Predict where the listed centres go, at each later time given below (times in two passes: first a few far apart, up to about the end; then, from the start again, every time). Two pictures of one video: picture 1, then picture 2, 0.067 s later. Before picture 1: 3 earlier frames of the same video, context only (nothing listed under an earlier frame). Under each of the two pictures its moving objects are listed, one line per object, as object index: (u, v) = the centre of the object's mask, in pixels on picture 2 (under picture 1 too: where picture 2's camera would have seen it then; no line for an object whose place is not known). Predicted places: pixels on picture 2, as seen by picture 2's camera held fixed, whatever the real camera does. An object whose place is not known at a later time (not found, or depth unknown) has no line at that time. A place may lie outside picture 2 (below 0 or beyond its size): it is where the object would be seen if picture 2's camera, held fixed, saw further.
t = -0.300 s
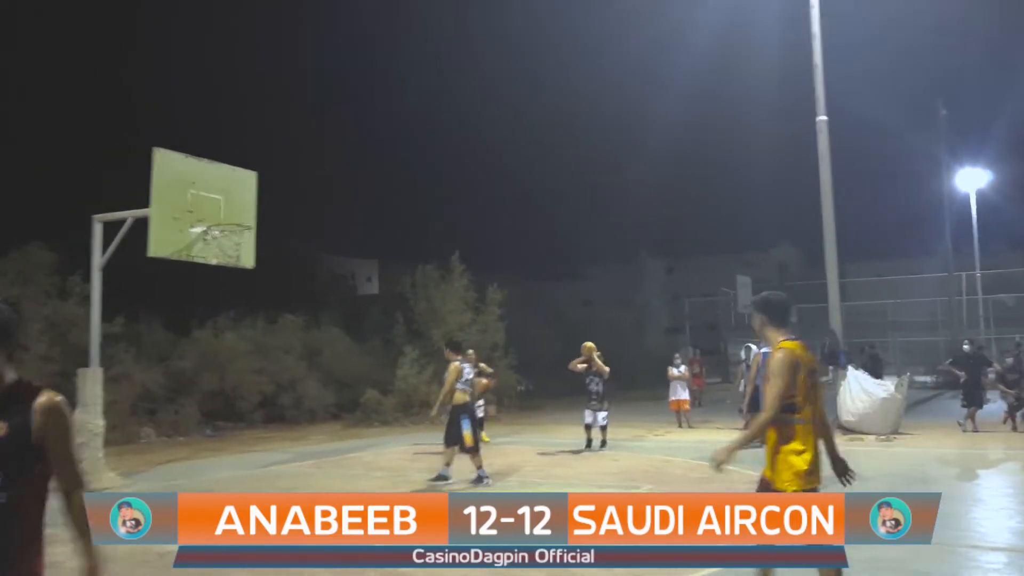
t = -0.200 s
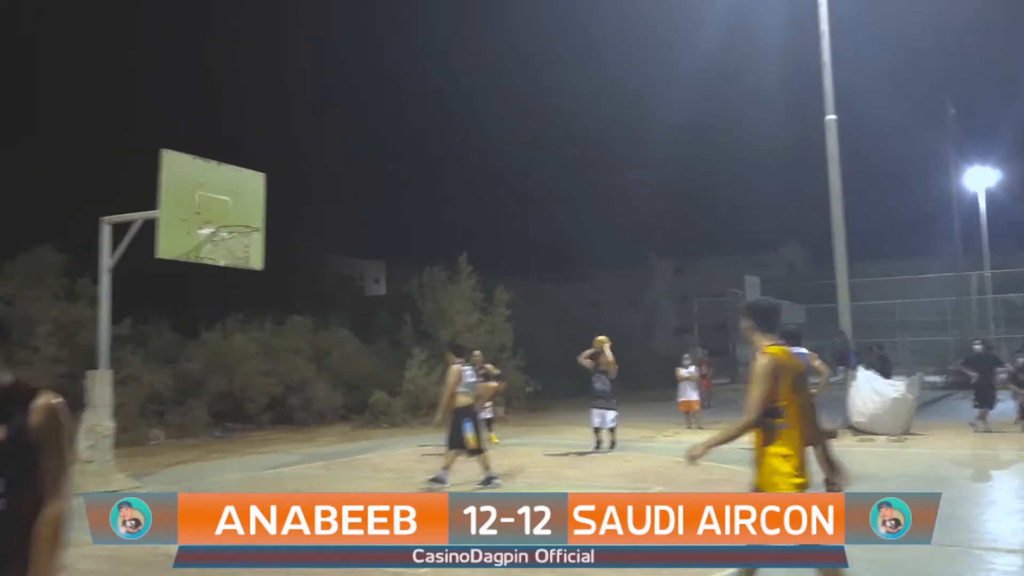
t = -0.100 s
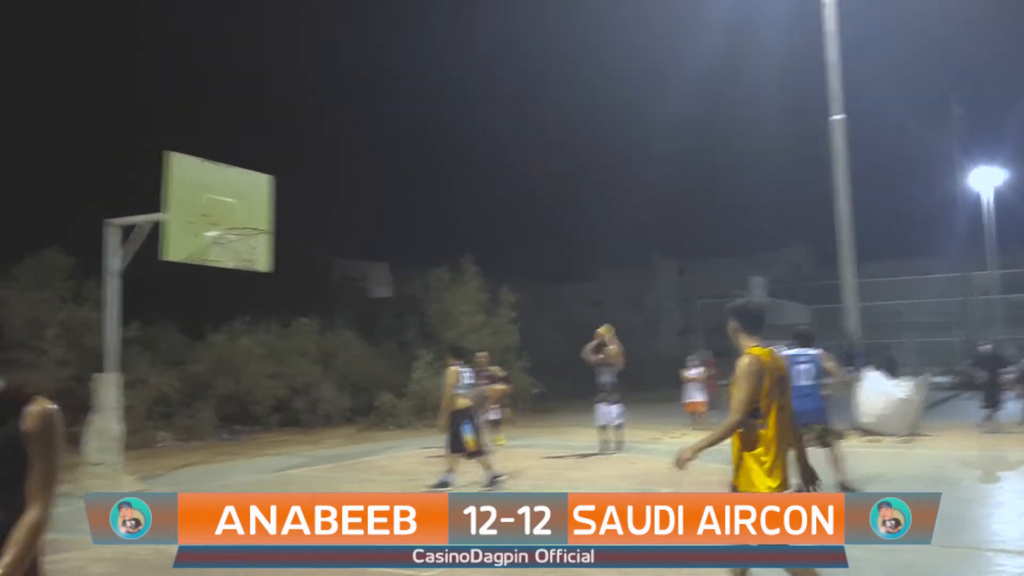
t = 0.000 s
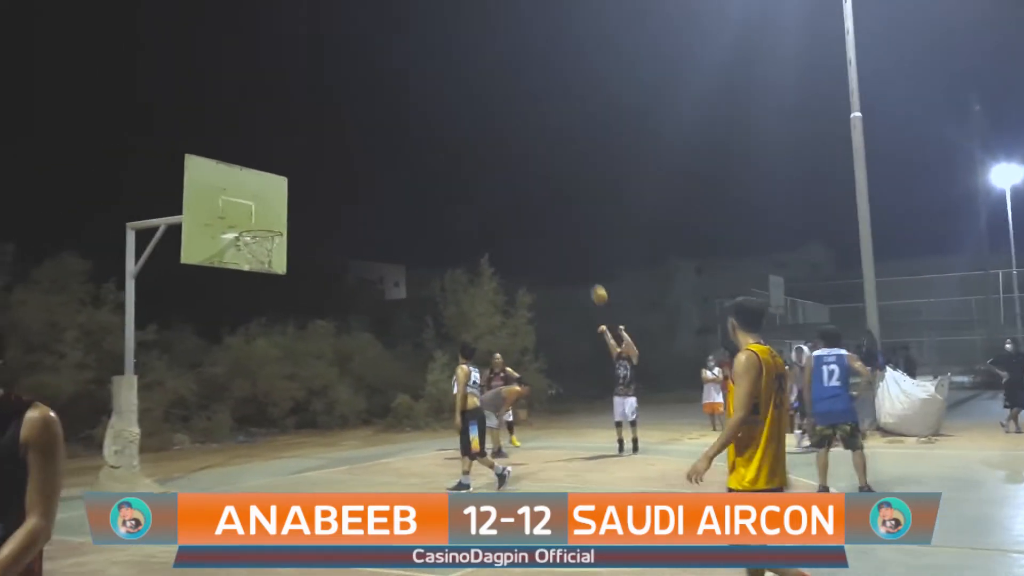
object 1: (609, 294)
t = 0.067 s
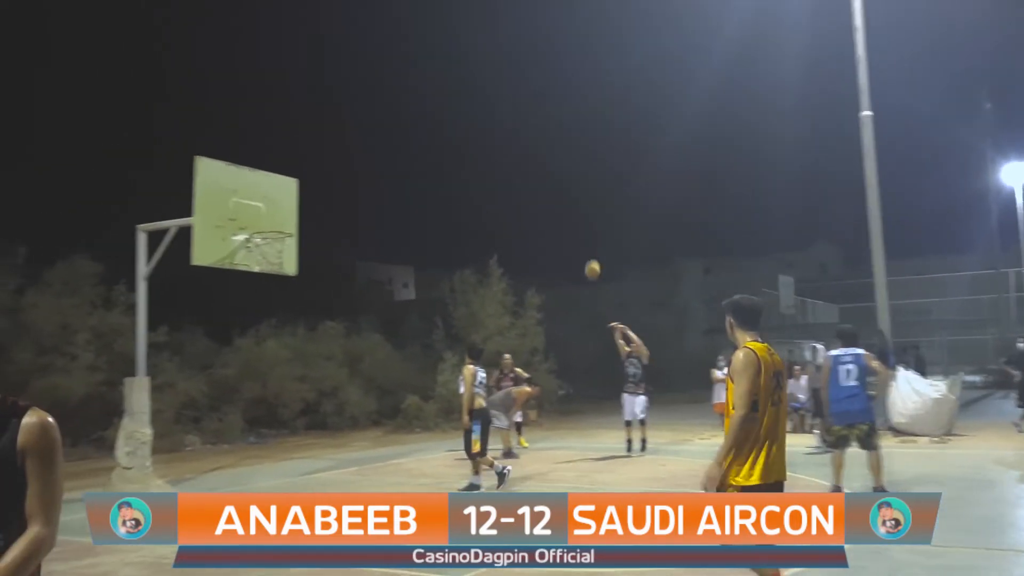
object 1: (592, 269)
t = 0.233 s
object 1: (551, 214)
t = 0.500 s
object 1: (479, 159)
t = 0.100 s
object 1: (584, 257)
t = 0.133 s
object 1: (576, 245)
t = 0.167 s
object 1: (567, 234)
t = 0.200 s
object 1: (559, 224)
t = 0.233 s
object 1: (551, 214)
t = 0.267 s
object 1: (542, 206)
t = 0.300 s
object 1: (532, 197)
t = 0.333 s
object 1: (524, 188)
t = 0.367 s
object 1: (514, 181)
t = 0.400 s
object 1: (505, 175)
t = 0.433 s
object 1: (495, 168)
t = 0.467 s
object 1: (486, 163)
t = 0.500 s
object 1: (479, 159)
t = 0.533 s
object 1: (469, 155)
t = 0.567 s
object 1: (460, 151)
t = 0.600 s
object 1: (449, 149)
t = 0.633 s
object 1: (440, 147)
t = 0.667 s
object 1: (430, 145)
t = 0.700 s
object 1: (420, 145)
